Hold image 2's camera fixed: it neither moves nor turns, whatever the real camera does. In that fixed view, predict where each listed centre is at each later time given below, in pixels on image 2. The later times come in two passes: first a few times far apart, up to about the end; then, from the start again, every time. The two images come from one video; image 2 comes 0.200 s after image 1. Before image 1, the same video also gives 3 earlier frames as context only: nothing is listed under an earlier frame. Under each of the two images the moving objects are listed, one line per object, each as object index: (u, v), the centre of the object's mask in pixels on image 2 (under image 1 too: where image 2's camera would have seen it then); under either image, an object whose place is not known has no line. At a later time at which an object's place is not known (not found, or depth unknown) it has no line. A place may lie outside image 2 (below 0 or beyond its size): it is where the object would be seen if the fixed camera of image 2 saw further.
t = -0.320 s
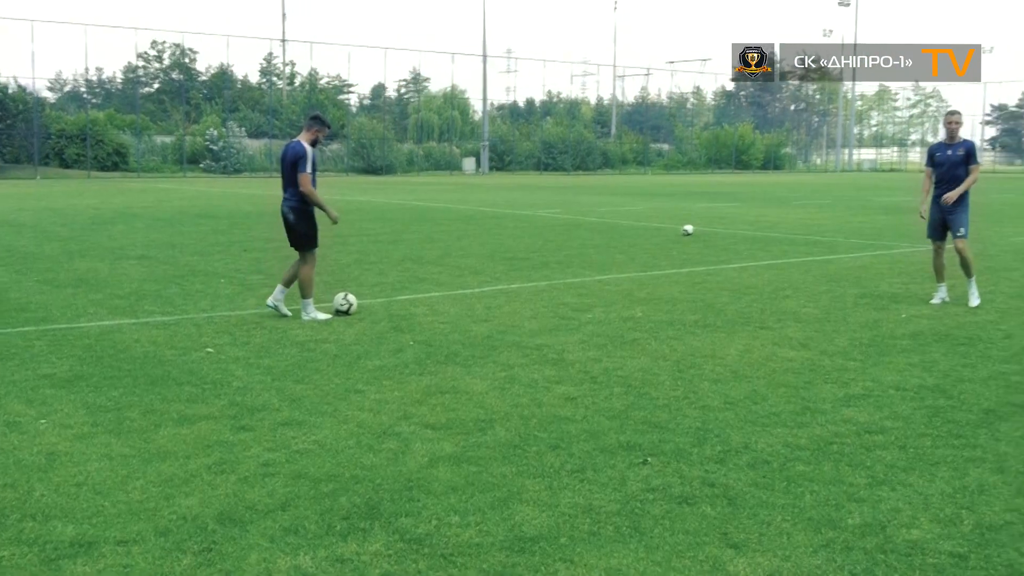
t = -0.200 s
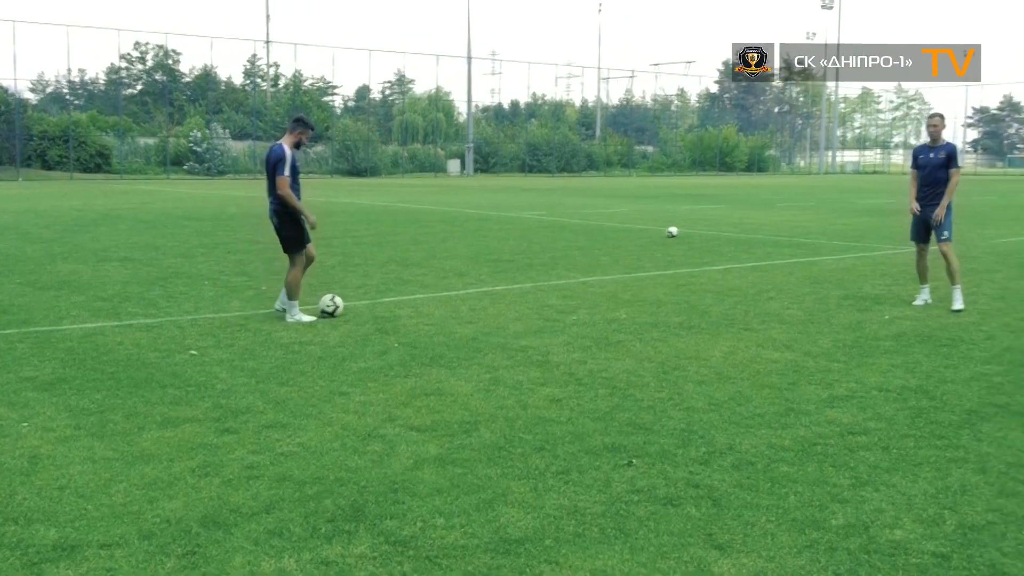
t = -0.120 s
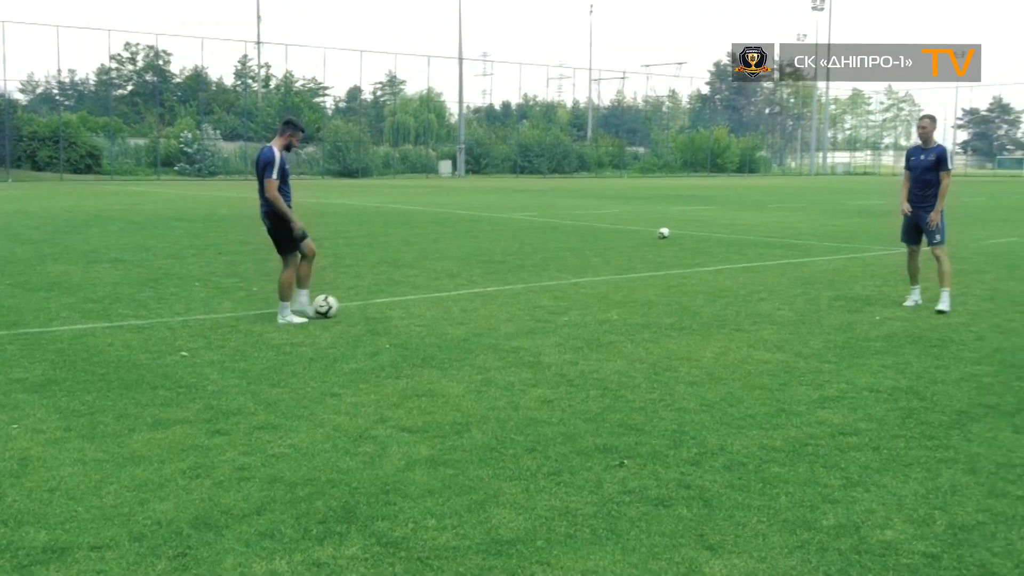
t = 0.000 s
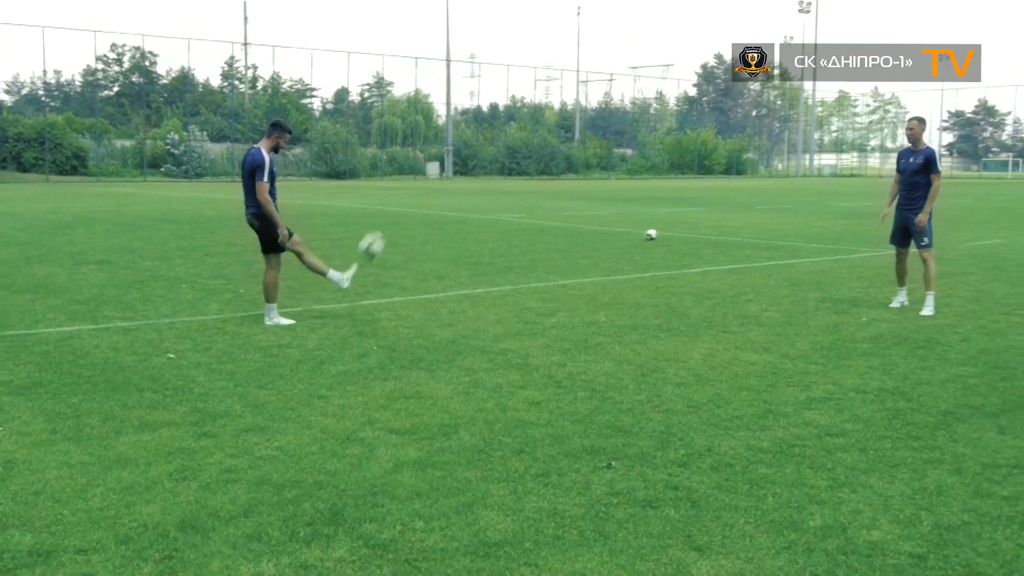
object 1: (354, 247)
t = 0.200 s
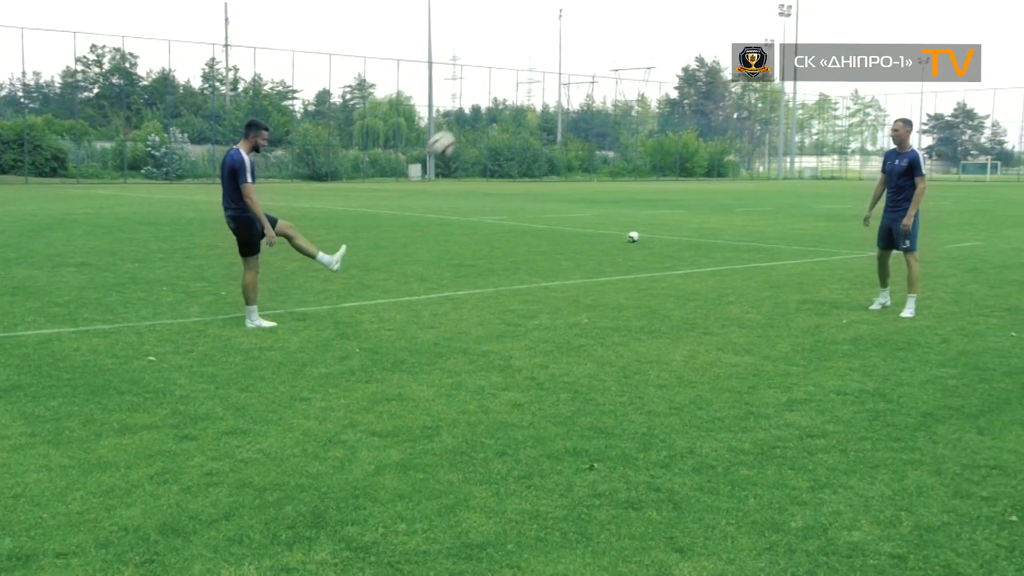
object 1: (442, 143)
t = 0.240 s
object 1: (460, 128)
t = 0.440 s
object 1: (545, 79)
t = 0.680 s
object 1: (645, 77)
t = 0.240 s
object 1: (460, 128)
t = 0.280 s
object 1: (477, 117)
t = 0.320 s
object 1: (494, 104)
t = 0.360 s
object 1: (510, 96)
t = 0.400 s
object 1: (527, 87)
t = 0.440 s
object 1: (545, 79)
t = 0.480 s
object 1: (562, 75)
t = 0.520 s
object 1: (579, 72)
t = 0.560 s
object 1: (595, 70)
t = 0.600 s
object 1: (612, 70)
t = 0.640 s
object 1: (629, 73)
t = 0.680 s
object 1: (645, 77)
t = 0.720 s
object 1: (661, 82)
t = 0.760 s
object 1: (679, 89)
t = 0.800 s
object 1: (693, 98)
